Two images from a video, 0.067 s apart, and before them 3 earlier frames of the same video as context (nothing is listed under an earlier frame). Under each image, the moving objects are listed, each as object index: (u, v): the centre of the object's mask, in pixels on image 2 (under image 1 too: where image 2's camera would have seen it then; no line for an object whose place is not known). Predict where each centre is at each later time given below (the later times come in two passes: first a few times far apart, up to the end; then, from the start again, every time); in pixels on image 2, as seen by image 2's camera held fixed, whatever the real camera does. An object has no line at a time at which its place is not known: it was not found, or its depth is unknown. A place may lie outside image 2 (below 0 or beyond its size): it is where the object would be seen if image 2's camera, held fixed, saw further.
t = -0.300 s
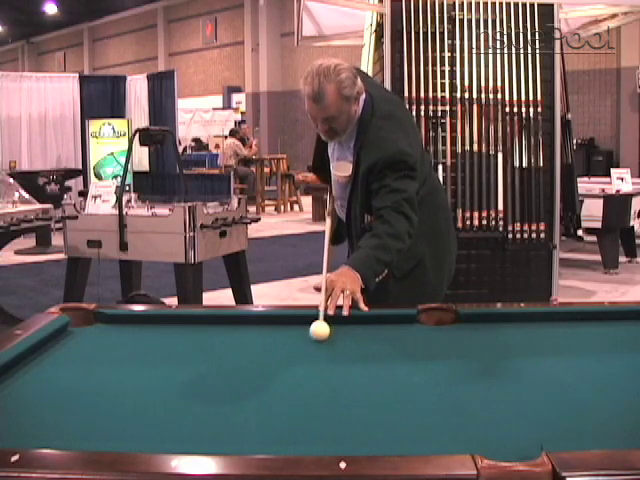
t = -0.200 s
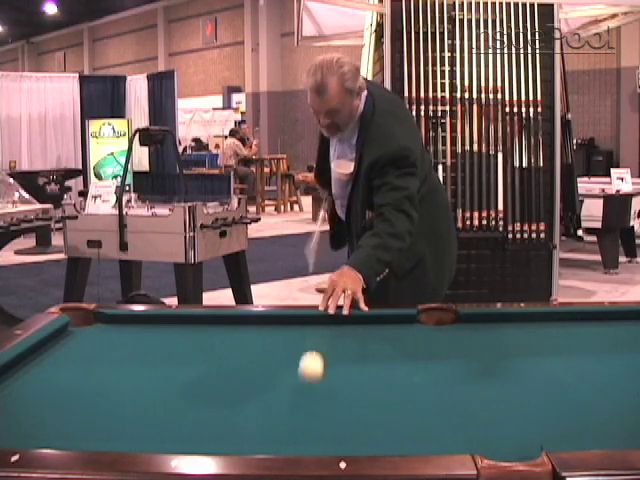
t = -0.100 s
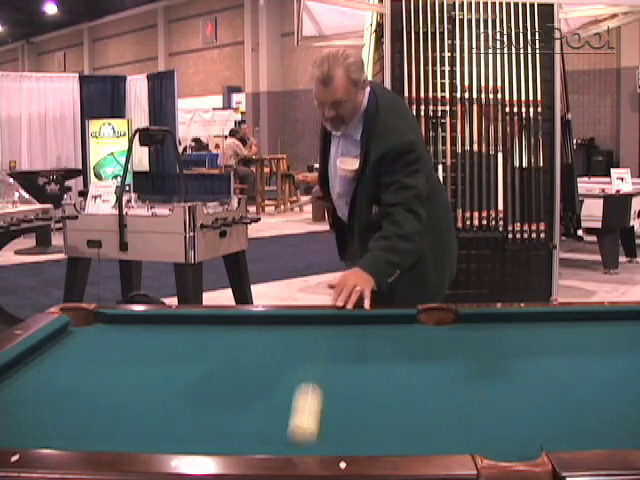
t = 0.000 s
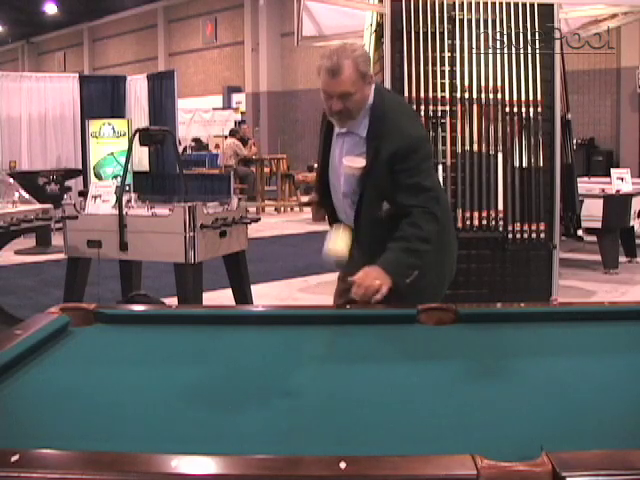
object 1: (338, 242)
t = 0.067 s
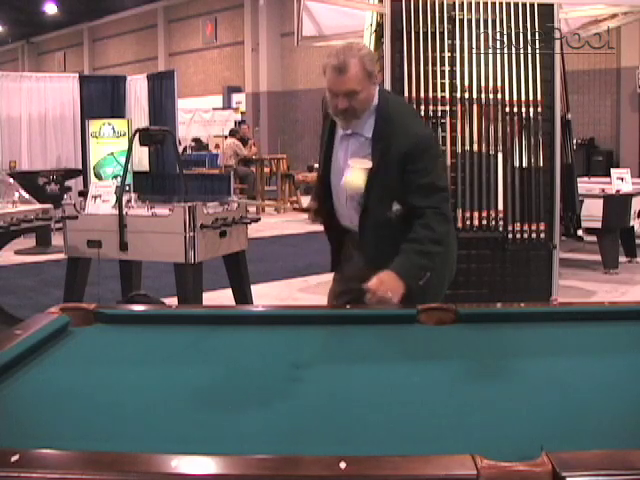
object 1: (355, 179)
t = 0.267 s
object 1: (389, 134)
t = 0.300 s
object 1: (393, 140)
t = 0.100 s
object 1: (362, 161)
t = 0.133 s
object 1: (368, 145)
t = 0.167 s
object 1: (374, 135)
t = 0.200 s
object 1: (379, 131)
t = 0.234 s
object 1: (384, 131)
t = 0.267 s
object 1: (389, 134)
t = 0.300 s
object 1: (393, 140)
